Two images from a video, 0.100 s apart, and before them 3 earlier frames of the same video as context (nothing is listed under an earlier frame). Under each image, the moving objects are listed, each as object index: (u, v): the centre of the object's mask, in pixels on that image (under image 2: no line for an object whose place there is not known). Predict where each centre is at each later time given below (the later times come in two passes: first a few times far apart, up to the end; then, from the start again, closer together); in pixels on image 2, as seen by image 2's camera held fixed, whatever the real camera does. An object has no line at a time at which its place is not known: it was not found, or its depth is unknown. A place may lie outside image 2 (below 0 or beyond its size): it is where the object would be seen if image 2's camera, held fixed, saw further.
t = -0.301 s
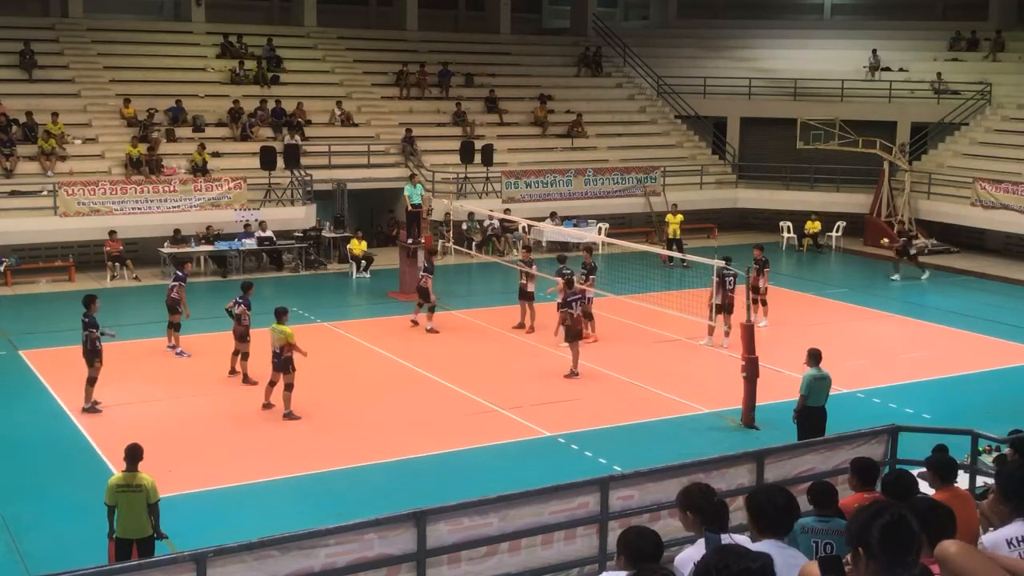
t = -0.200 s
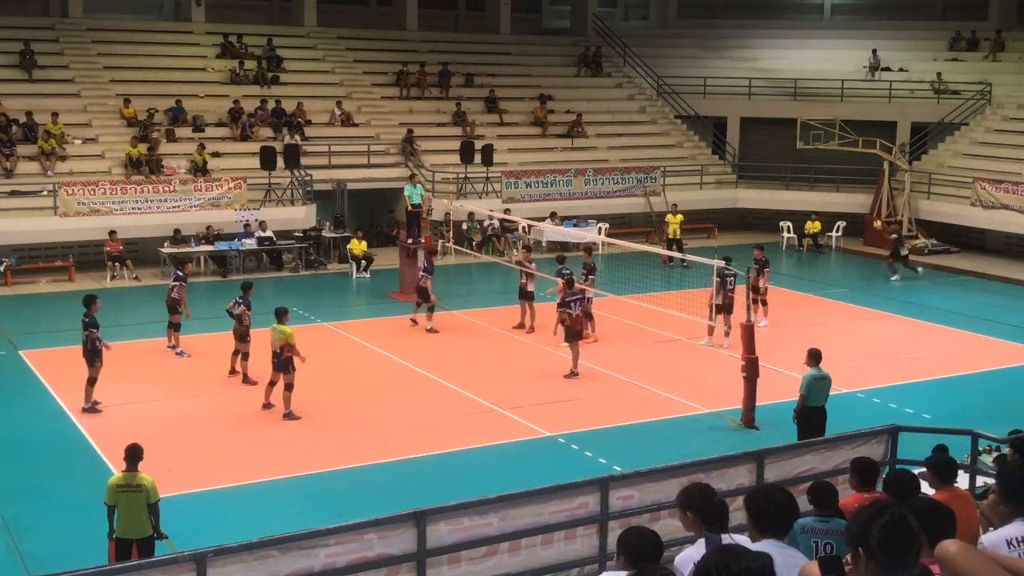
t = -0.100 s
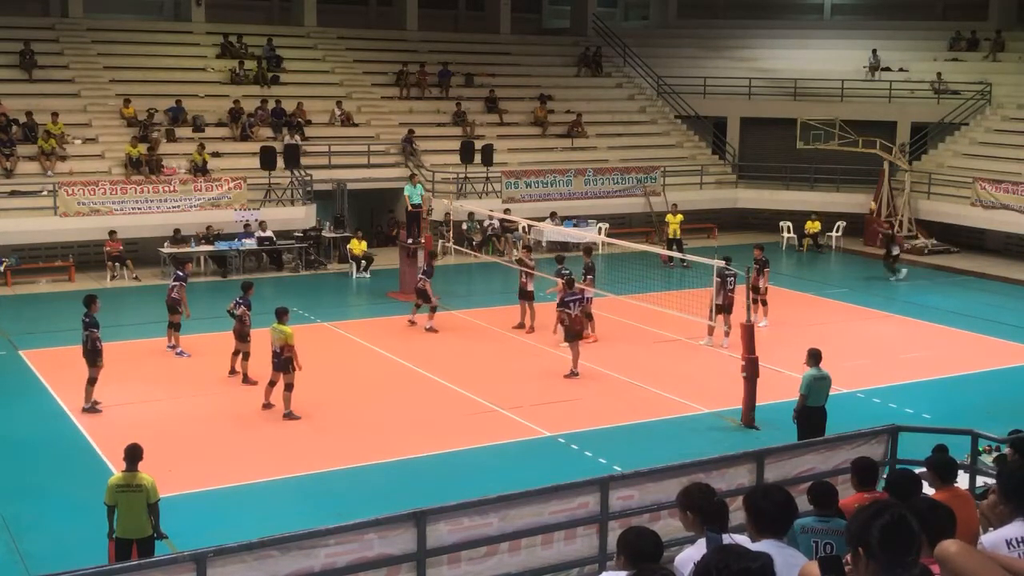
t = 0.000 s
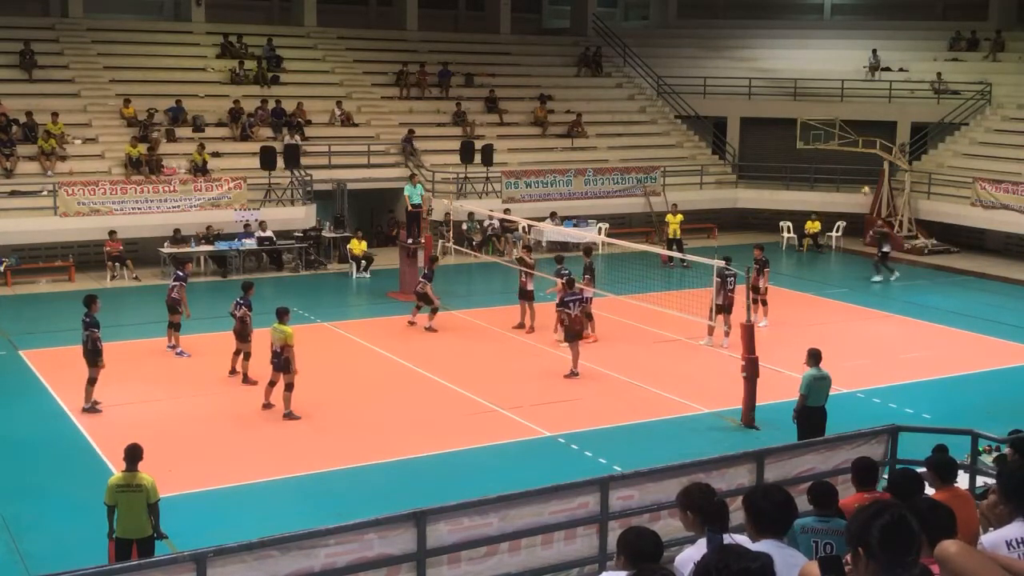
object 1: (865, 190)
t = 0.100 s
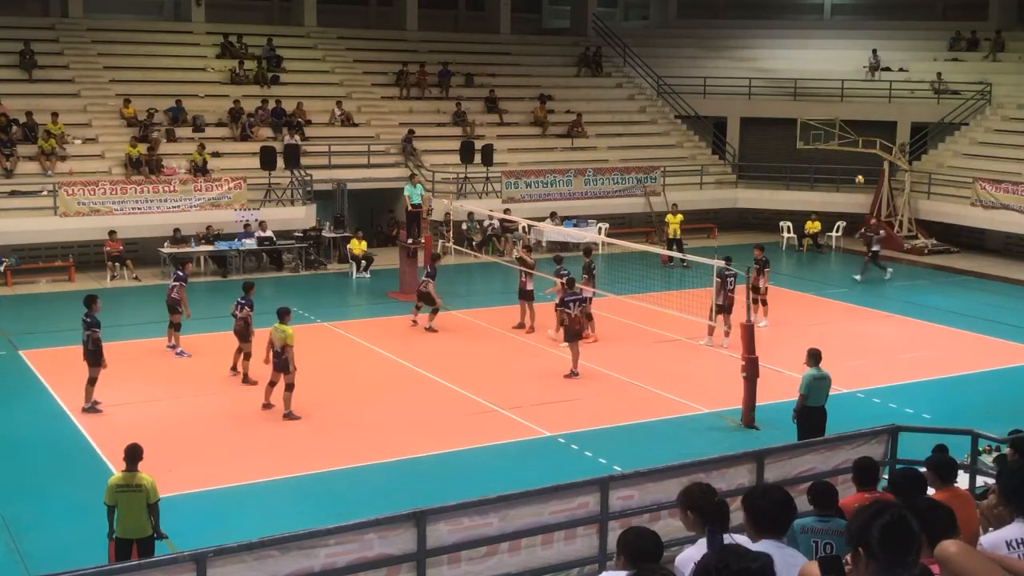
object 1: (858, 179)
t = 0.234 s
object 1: (850, 170)
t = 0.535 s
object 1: (827, 178)
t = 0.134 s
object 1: (857, 176)
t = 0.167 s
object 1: (854, 173)
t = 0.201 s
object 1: (852, 172)
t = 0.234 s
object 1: (850, 170)
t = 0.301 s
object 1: (843, 168)
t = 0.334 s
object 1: (841, 168)
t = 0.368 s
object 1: (839, 168)
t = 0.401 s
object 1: (837, 170)
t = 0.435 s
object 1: (835, 171)
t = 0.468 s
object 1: (832, 172)
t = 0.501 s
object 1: (829, 174)
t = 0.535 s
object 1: (827, 178)
